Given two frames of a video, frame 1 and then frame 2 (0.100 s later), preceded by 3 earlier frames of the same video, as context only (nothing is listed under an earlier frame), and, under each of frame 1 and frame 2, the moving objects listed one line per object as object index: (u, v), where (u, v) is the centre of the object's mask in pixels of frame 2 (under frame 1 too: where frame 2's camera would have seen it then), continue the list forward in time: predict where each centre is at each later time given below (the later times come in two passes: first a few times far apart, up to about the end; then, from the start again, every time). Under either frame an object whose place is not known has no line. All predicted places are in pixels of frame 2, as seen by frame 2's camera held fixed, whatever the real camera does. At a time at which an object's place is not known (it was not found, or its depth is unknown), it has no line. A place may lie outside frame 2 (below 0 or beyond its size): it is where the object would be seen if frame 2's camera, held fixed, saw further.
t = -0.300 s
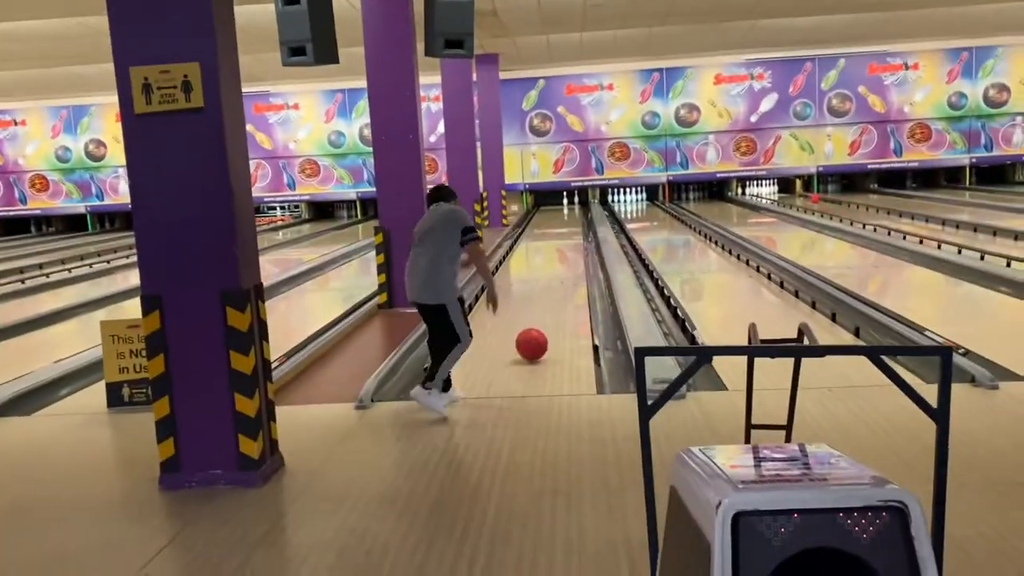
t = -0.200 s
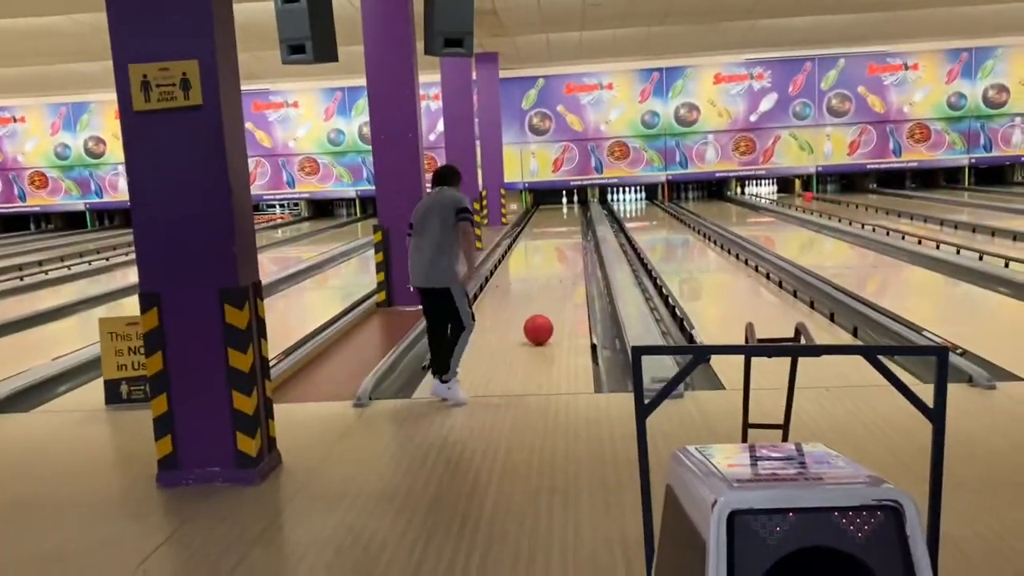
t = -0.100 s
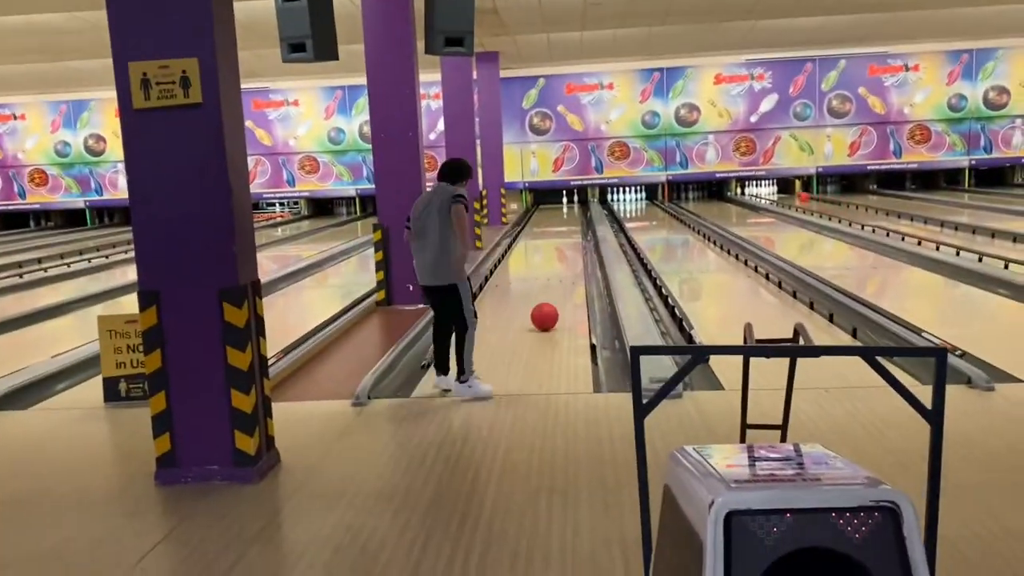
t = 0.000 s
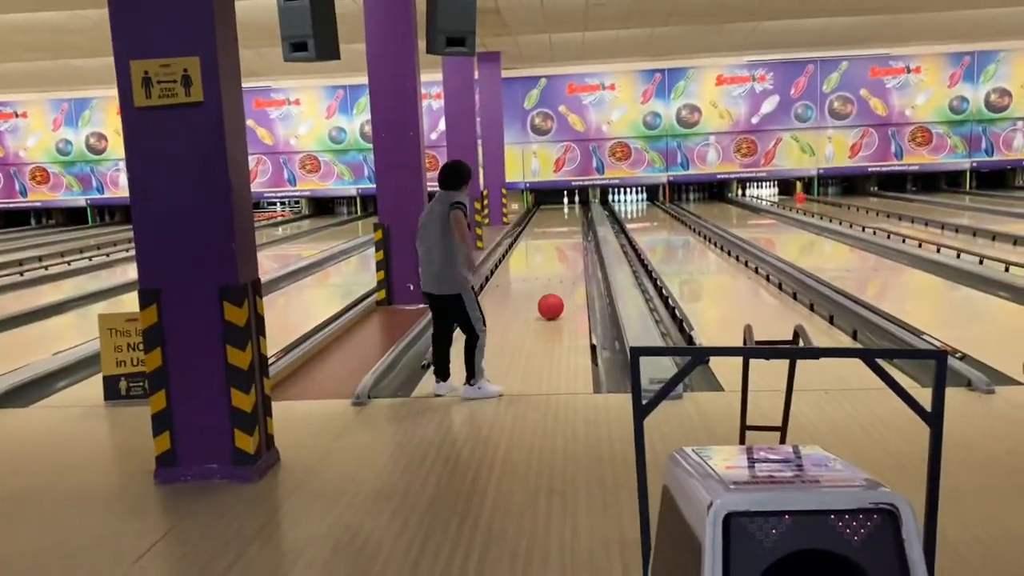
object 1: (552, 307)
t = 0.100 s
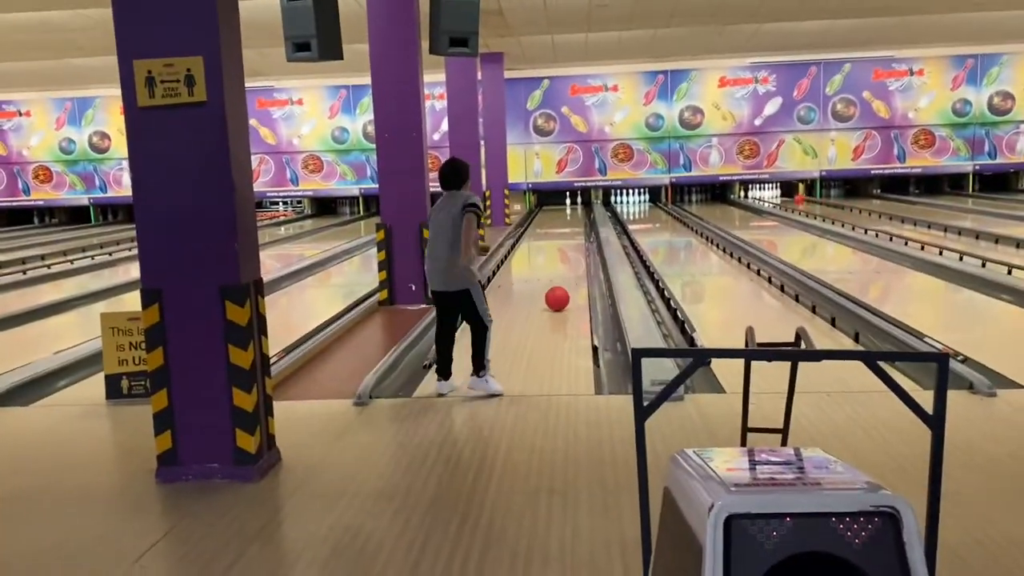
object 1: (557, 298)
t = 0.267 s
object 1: (563, 287)
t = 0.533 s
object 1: (571, 272)
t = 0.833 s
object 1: (575, 261)
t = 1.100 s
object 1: (579, 254)
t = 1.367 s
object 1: (578, 247)
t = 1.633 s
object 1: (577, 241)
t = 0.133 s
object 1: (558, 296)
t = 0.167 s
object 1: (559, 293)
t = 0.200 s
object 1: (561, 291)
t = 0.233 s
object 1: (562, 289)
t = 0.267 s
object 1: (563, 287)
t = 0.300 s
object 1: (564, 284)
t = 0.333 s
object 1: (565, 282)
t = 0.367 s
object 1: (566, 281)
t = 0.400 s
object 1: (567, 279)
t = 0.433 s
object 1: (567, 277)
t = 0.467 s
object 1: (568, 275)
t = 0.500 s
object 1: (570, 273)
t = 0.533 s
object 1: (571, 272)
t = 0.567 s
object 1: (572, 270)
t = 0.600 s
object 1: (572, 269)
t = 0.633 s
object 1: (572, 268)
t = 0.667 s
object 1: (572, 267)
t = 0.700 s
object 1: (573, 266)
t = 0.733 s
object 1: (573, 265)
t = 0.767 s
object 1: (574, 263)
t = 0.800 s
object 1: (575, 263)
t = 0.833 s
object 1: (575, 261)
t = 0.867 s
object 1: (576, 261)
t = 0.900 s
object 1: (576, 259)
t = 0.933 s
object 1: (577, 258)
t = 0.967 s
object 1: (577, 258)
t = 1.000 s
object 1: (578, 257)
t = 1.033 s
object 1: (578, 256)
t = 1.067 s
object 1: (579, 254)
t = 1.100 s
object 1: (579, 254)
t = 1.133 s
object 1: (579, 253)
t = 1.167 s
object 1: (579, 252)
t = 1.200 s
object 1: (579, 251)
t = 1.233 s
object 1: (579, 250)
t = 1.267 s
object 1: (579, 250)
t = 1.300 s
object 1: (578, 249)
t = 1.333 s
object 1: (578, 248)
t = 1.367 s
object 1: (578, 247)
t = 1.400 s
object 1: (577, 247)
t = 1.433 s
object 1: (577, 246)
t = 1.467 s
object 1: (577, 245)
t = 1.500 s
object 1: (577, 244)
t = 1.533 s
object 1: (576, 244)
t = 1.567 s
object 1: (576, 243)
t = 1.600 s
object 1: (576, 243)
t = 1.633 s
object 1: (577, 241)
